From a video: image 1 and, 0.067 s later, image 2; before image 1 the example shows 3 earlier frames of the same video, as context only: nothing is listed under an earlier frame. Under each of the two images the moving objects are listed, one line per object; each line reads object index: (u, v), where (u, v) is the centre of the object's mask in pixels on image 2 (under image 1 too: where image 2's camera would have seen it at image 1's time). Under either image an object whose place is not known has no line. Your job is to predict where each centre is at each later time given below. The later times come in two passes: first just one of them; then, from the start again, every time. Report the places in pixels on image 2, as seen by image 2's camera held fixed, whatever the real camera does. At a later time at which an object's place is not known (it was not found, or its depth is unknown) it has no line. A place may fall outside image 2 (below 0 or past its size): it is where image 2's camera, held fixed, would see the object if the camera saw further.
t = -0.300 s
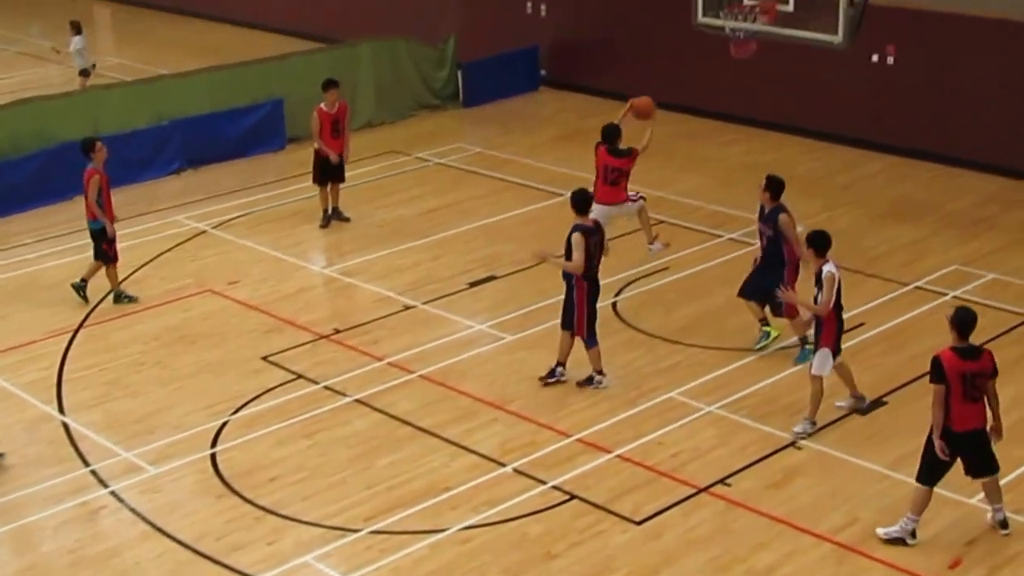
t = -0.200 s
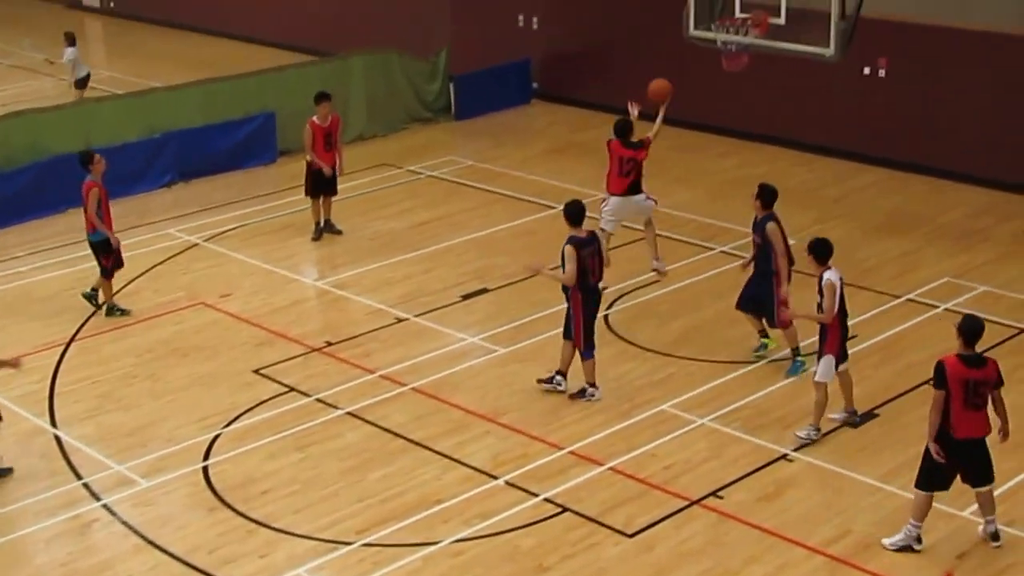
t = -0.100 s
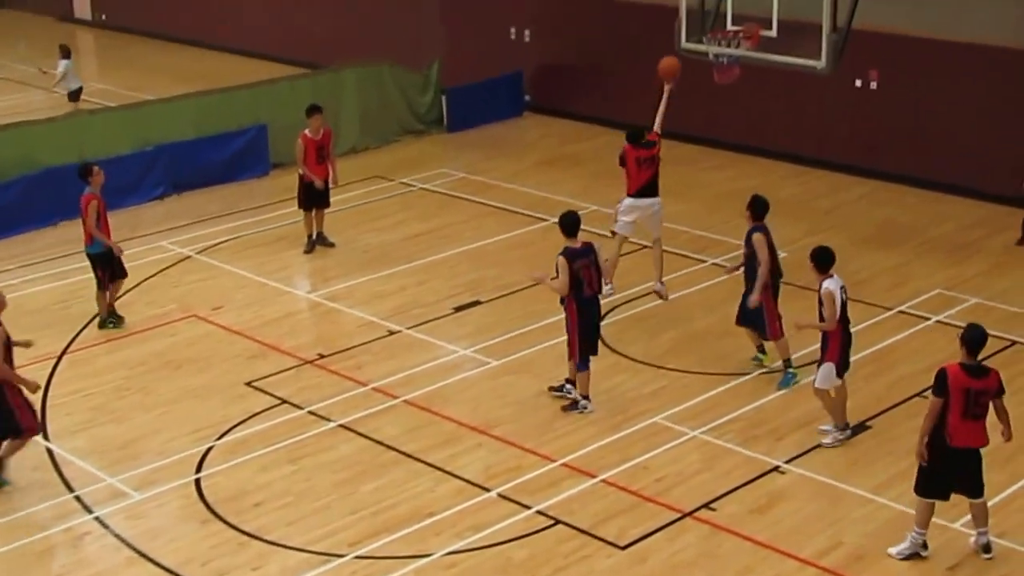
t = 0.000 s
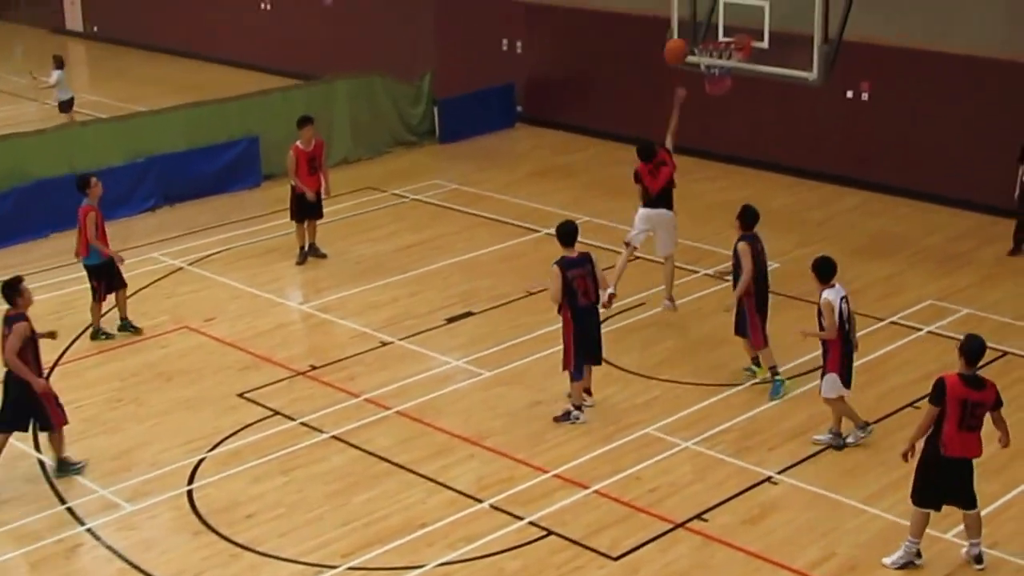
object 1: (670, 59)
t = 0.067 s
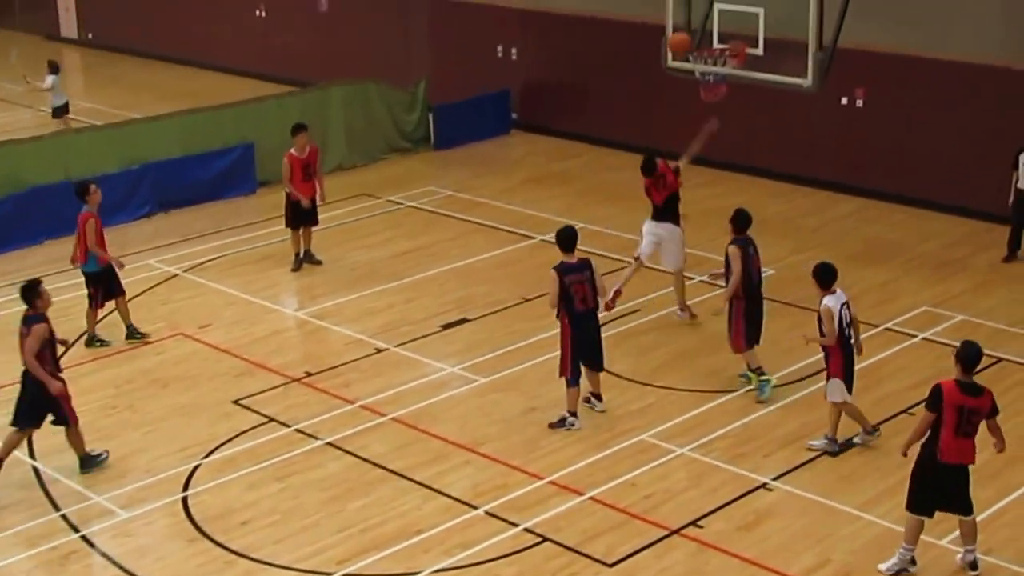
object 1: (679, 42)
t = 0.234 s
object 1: (704, 28)
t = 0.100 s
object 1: (685, 39)
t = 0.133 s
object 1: (689, 36)
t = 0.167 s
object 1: (694, 31)
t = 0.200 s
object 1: (698, 29)
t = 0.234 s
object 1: (704, 28)
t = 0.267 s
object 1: (707, 28)
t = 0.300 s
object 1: (712, 29)
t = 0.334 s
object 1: (720, 31)
